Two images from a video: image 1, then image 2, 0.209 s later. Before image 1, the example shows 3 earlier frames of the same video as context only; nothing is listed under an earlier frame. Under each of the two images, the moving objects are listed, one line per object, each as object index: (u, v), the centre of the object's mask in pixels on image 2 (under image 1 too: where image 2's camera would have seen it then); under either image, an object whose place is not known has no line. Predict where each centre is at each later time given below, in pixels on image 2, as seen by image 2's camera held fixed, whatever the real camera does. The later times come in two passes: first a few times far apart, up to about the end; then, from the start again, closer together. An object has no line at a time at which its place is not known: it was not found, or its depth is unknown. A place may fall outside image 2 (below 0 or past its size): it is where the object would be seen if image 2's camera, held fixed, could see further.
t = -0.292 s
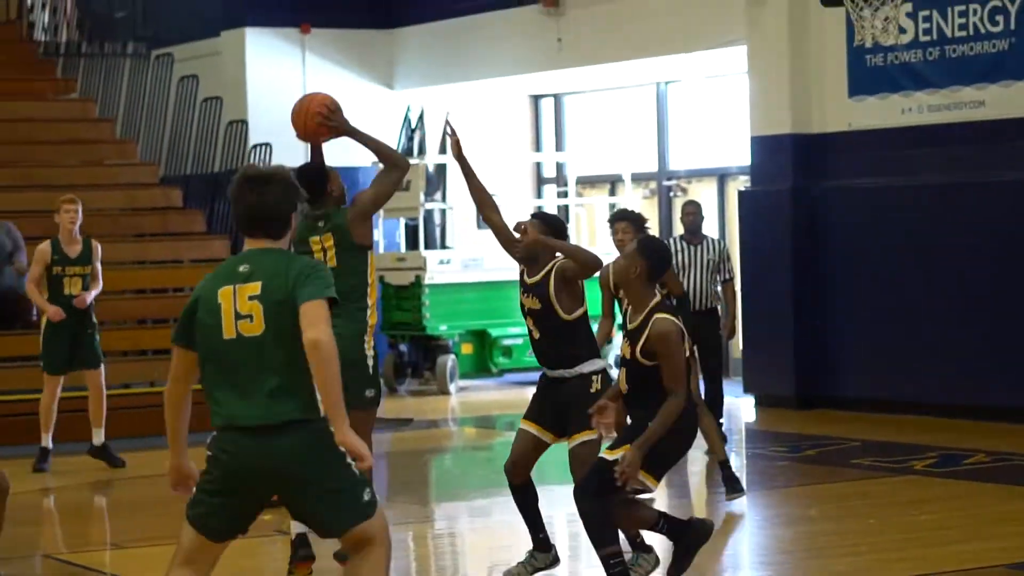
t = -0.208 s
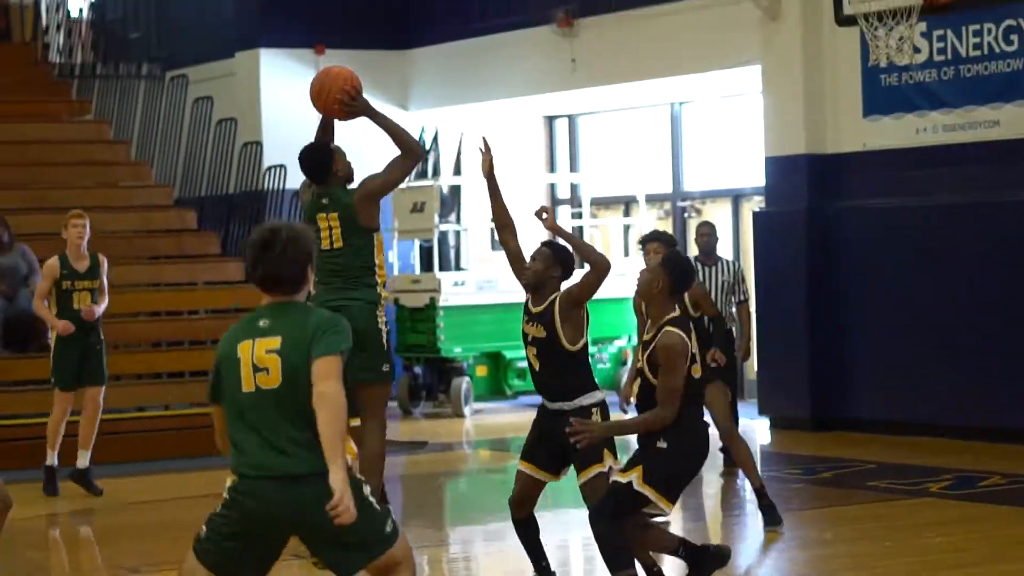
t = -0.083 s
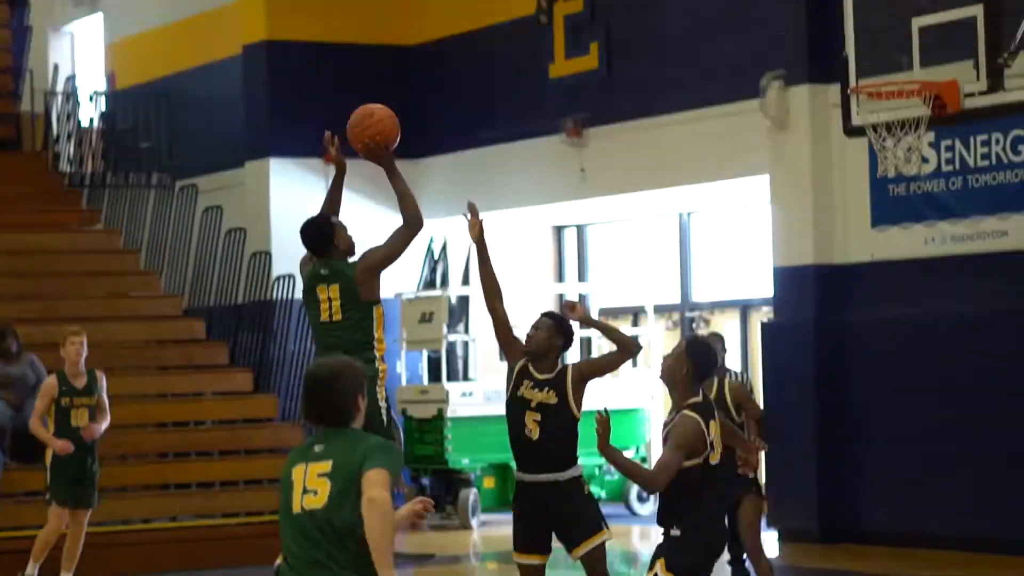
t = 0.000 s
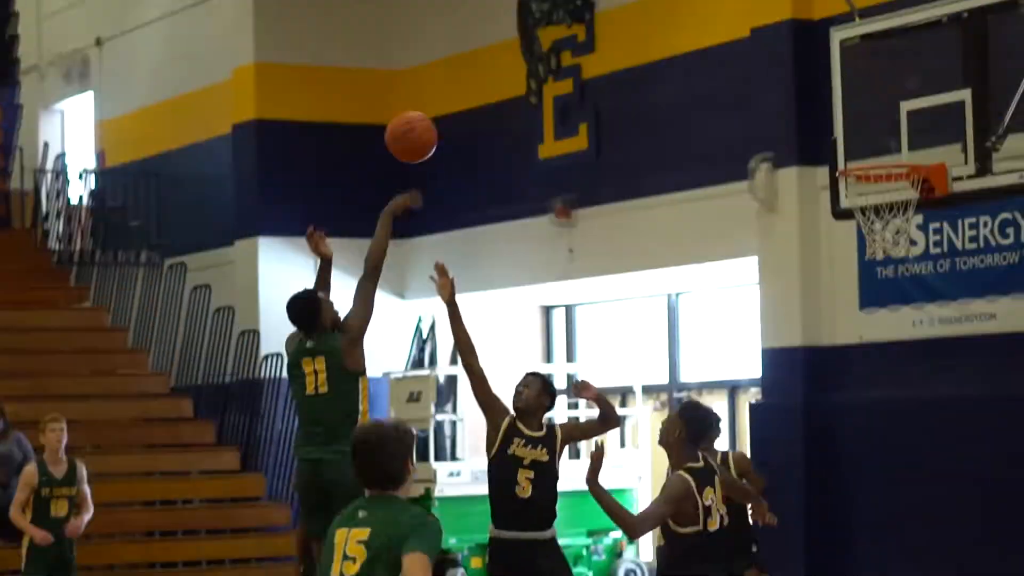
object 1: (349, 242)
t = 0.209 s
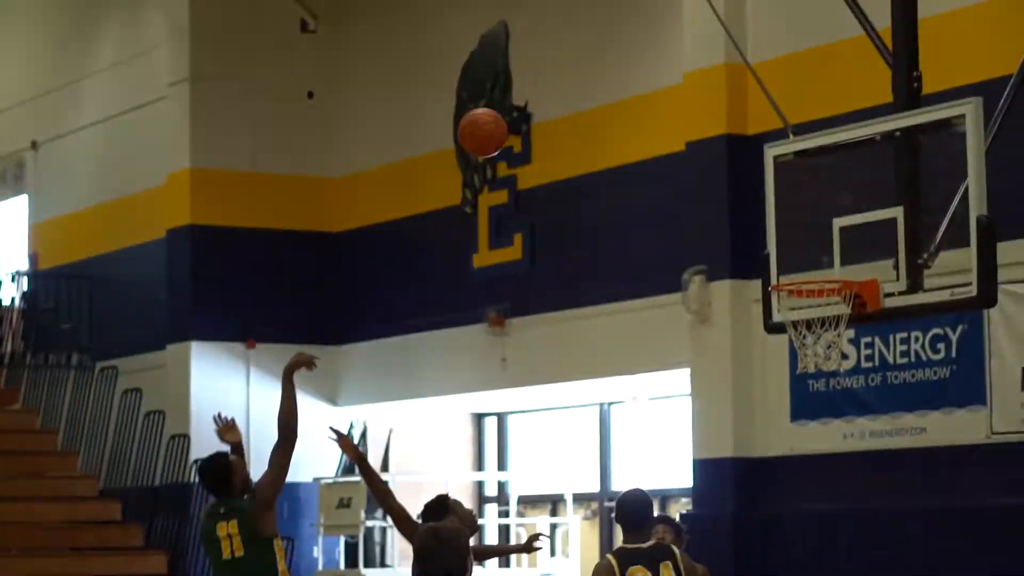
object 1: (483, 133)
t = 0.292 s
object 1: (532, 115)
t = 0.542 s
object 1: (669, 139)
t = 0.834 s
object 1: (819, 306)
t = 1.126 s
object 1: (859, 385)
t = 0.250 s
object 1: (508, 122)
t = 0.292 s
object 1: (532, 115)
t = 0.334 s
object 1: (555, 111)
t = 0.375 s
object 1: (579, 110)
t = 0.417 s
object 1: (601, 113)
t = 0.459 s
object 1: (625, 119)
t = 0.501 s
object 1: (647, 127)
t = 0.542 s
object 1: (669, 139)
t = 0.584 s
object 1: (691, 154)
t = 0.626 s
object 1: (712, 170)
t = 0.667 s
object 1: (734, 192)
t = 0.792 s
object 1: (798, 266)
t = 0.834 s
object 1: (819, 306)
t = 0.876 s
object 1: (837, 329)
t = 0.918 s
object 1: (844, 335)
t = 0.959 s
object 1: (847, 336)
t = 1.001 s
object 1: (850, 345)
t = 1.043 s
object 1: (852, 355)
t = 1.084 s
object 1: (855, 369)
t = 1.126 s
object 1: (859, 385)
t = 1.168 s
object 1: (863, 403)
